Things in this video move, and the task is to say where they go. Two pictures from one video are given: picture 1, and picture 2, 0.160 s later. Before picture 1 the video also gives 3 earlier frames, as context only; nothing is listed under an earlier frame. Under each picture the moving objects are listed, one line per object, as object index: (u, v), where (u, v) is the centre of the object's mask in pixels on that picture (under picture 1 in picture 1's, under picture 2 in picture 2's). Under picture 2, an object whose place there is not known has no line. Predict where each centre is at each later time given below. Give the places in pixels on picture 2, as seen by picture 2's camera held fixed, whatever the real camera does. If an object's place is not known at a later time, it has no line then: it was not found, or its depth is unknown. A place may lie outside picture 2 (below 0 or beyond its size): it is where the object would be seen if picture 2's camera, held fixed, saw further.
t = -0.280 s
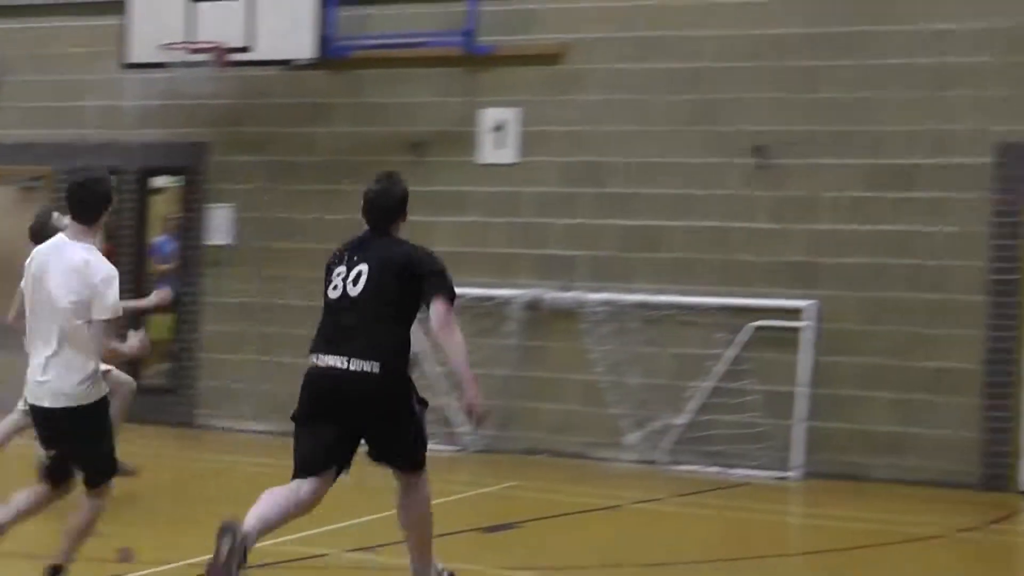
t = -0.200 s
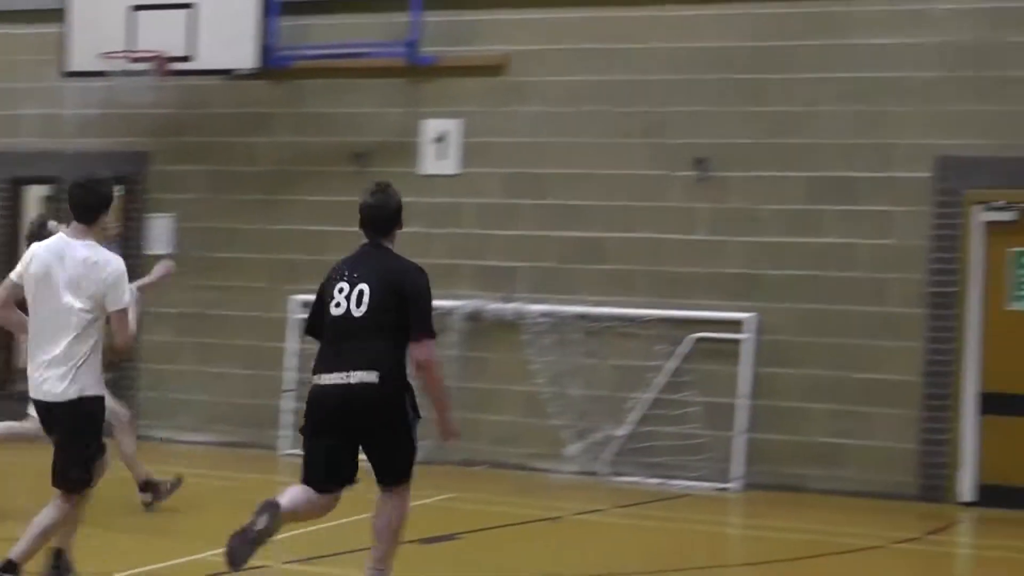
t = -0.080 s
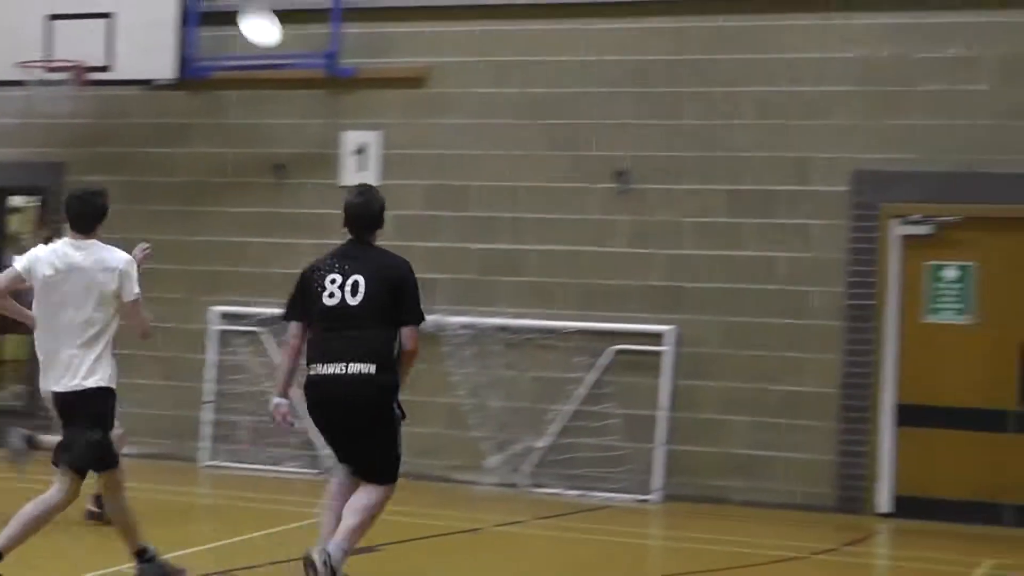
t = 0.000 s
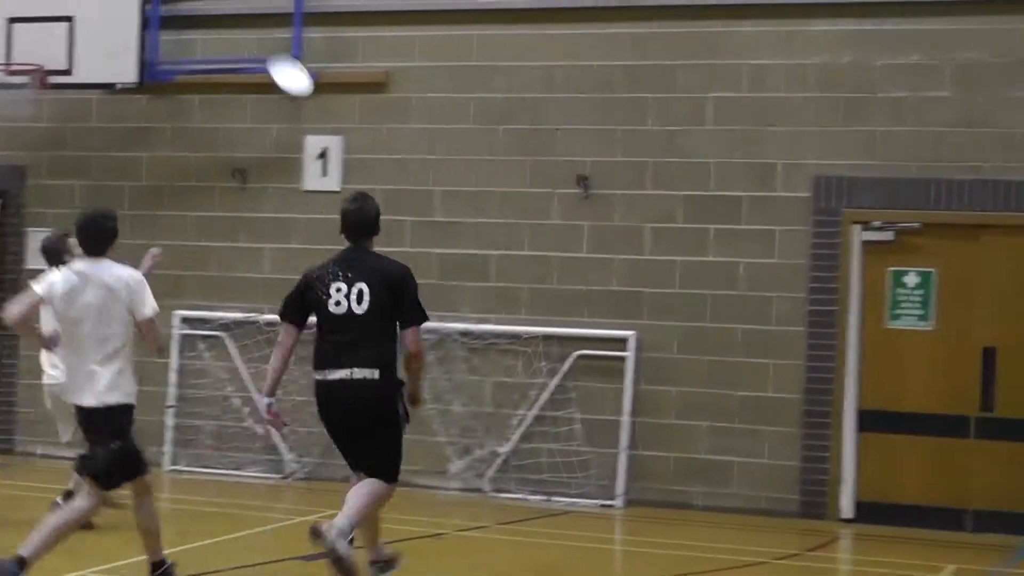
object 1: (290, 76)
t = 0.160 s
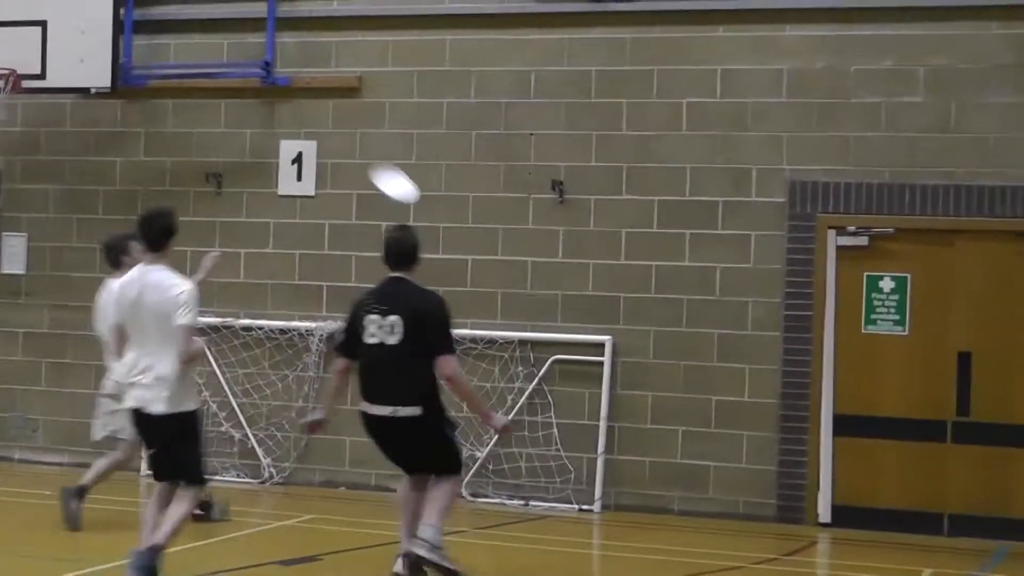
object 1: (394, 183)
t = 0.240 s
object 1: (460, 243)
